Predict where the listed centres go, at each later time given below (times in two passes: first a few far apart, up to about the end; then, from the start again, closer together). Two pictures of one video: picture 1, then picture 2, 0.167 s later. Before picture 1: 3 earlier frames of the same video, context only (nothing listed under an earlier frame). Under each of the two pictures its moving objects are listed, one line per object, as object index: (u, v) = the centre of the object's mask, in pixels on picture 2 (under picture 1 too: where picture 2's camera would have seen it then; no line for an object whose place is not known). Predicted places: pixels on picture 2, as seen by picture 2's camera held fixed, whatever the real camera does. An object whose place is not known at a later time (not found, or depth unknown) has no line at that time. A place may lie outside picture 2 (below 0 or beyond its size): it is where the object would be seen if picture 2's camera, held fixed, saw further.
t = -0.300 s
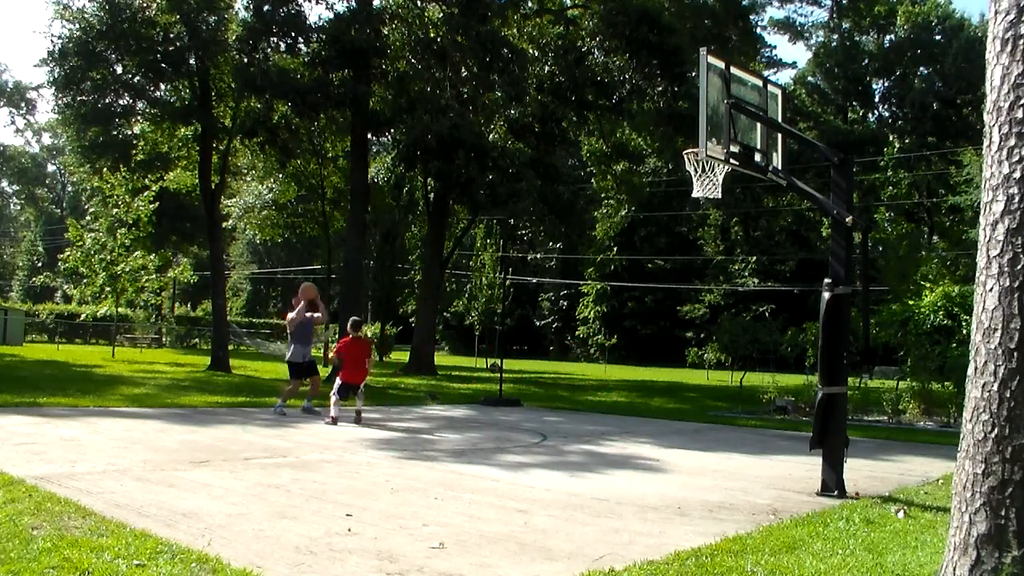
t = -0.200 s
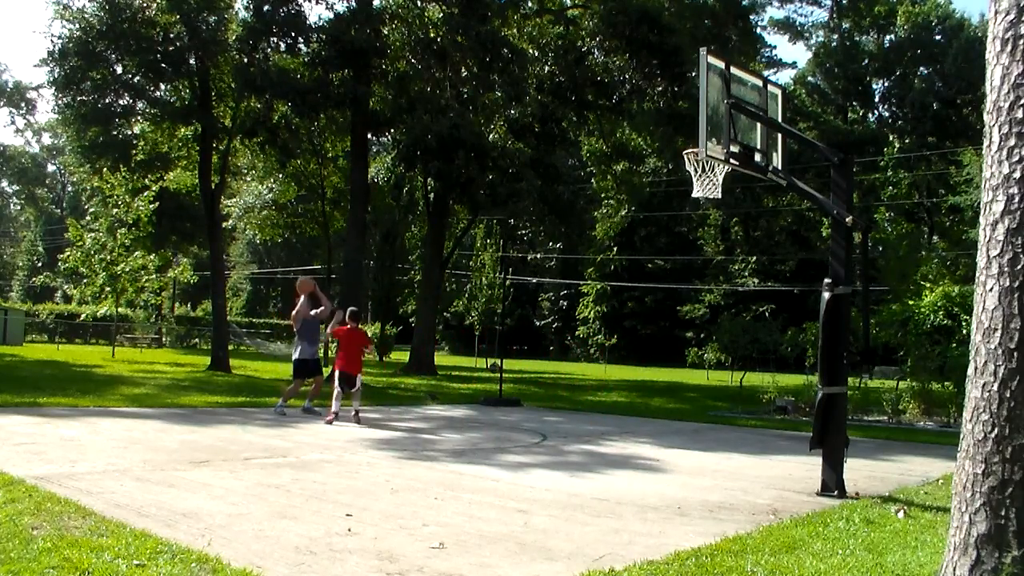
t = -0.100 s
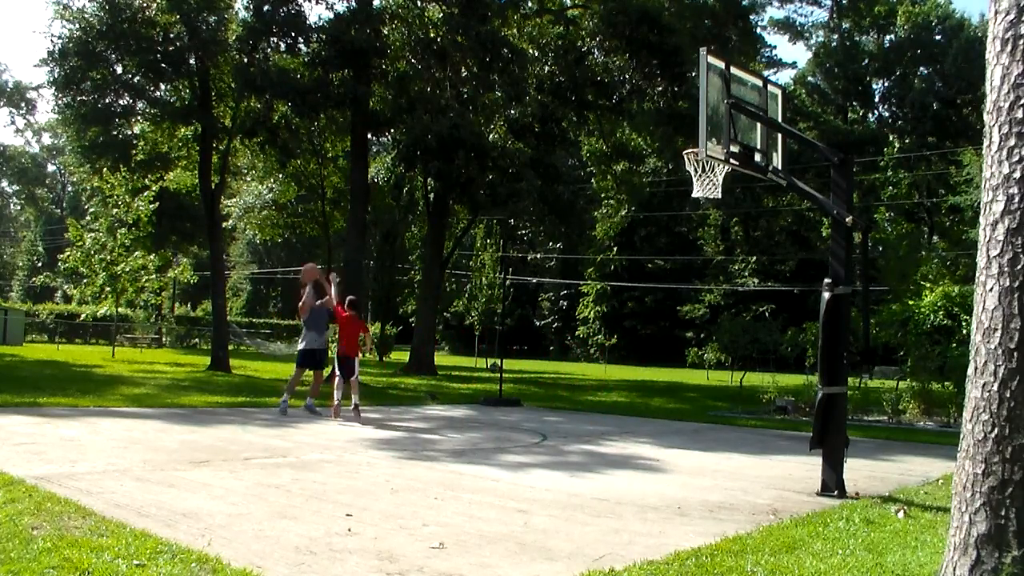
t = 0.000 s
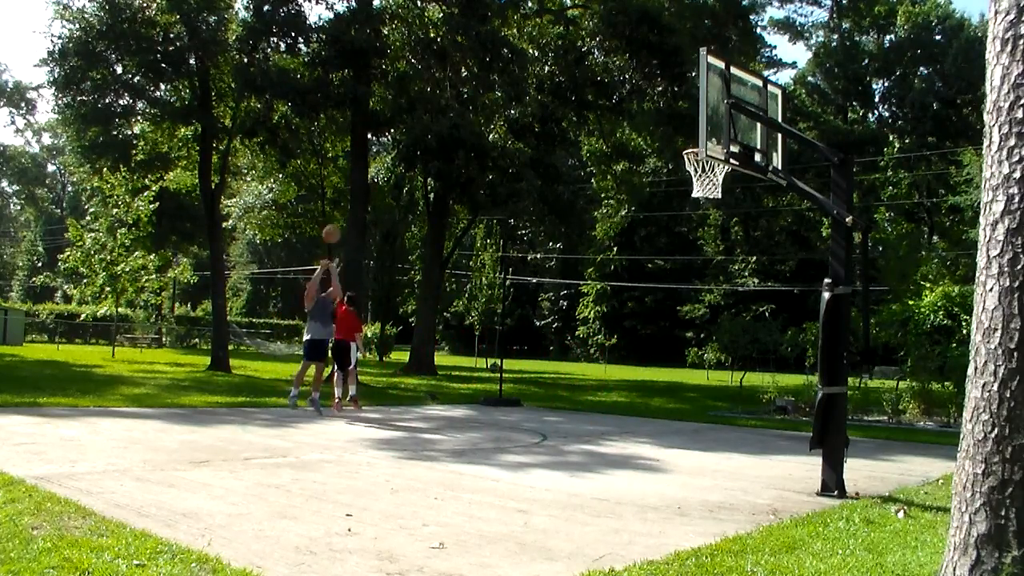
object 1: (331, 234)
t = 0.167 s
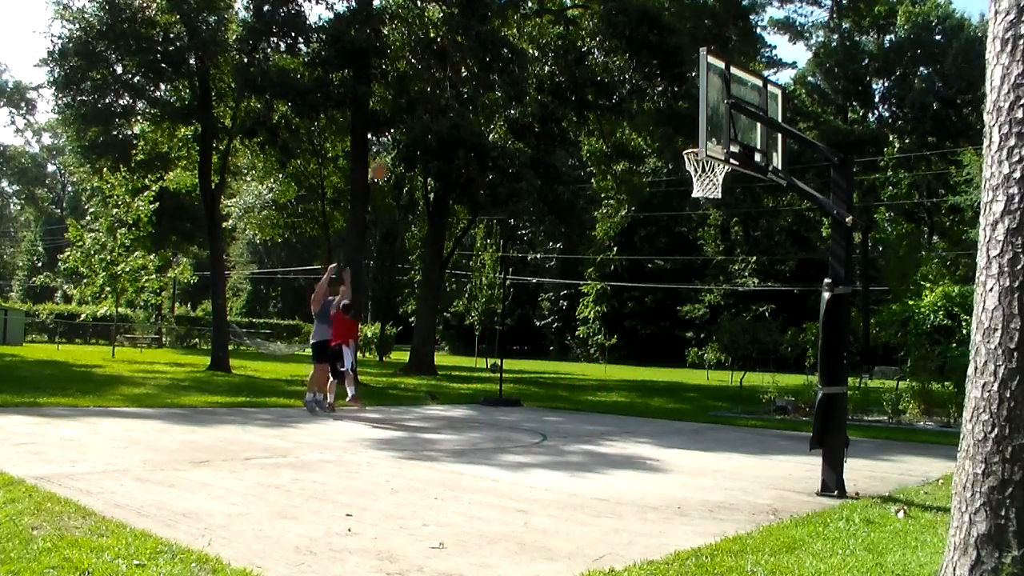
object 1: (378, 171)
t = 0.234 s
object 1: (400, 149)
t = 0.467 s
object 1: (475, 96)
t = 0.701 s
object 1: (559, 81)
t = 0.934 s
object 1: (653, 113)
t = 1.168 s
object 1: (705, 169)
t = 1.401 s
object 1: (685, 164)
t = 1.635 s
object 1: (713, 199)
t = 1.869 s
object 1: (735, 235)
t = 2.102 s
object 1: (754, 338)
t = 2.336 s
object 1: (769, 454)
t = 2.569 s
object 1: (782, 340)
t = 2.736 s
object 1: (789, 292)
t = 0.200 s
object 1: (390, 159)
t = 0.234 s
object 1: (400, 149)
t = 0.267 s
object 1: (410, 139)
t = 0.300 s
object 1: (421, 130)
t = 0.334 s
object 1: (431, 122)
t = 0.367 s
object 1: (442, 114)
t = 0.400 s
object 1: (453, 107)
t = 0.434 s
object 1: (464, 101)
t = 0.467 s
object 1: (475, 96)
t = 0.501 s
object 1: (487, 91)
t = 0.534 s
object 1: (498, 87)
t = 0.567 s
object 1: (510, 85)
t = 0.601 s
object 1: (522, 82)
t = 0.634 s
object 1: (533, 81)
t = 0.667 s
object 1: (546, 81)
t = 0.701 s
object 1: (559, 81)
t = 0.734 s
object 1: (572, 83)
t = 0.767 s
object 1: (585, 85)
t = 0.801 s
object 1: (598, 88)
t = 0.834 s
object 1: (611, 93)
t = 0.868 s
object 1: (625, 98)
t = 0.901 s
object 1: (639, 105)
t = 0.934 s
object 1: (653, 113)
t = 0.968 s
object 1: (668, 122)
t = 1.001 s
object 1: (683, 132)
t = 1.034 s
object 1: (692, 140)
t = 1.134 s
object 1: (710, 168)
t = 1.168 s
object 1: (705, 169)
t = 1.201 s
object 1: (697, 162)
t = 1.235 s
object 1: (690, 162)
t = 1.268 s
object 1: (686, 161)
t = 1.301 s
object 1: (685, 161)
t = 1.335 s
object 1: (686, 162)
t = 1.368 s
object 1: (686, 163)
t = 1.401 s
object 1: (685, 164)
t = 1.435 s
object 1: (683, 168)
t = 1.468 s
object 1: (688, 177)
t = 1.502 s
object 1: (691, 184)
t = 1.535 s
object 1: (694, 186)
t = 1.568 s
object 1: (706, 196)
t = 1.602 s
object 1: (709, 197)
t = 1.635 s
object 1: (713, 199)
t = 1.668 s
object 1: (717, 199)
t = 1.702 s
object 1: (720, 201)
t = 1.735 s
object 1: (723, 204)
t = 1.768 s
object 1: (726, 210)
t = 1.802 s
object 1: (729, 217)
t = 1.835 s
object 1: (732, 226)
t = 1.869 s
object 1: (735, 235)
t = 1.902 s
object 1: (738, 245)
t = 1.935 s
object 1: (741, 257)
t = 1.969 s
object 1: (744, 270)
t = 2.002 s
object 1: (746, 286)
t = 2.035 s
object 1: (749, 302)
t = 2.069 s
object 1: (752, 319)
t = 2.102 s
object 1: (754, 338)
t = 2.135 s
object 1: (757, 357)
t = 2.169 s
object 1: (759, 378)
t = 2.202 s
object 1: (761, 401)
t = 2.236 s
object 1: (764, 425)
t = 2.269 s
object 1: (765, 448)
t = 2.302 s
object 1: (769, 475)
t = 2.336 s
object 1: (769, 454)
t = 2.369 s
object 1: (771, 435)
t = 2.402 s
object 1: (774, 417)
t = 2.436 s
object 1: (775, 400)
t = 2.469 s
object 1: (777, 383)
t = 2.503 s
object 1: (779, 367)
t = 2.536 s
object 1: (780, 354)
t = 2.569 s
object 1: (782, 340)
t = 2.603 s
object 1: (784, 329)
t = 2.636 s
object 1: (785, 318)
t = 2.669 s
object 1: (786, 308)
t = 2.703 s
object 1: (788, 299)
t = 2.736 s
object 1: (789, 292)
